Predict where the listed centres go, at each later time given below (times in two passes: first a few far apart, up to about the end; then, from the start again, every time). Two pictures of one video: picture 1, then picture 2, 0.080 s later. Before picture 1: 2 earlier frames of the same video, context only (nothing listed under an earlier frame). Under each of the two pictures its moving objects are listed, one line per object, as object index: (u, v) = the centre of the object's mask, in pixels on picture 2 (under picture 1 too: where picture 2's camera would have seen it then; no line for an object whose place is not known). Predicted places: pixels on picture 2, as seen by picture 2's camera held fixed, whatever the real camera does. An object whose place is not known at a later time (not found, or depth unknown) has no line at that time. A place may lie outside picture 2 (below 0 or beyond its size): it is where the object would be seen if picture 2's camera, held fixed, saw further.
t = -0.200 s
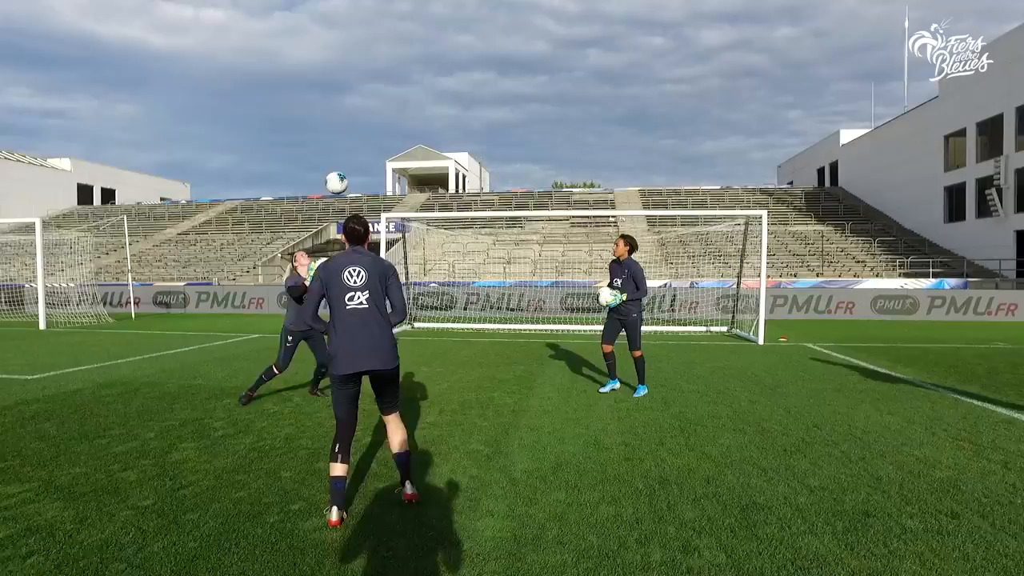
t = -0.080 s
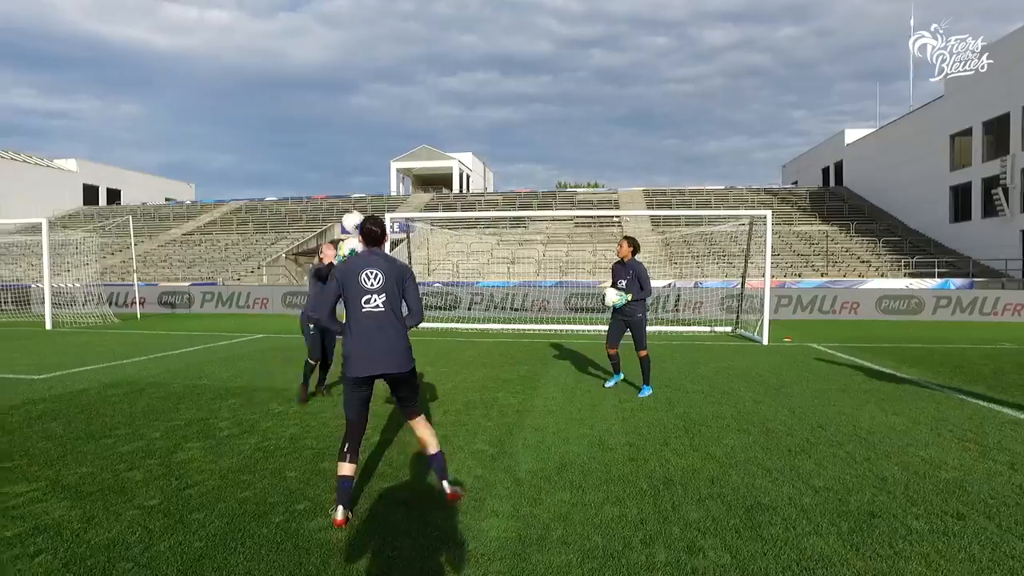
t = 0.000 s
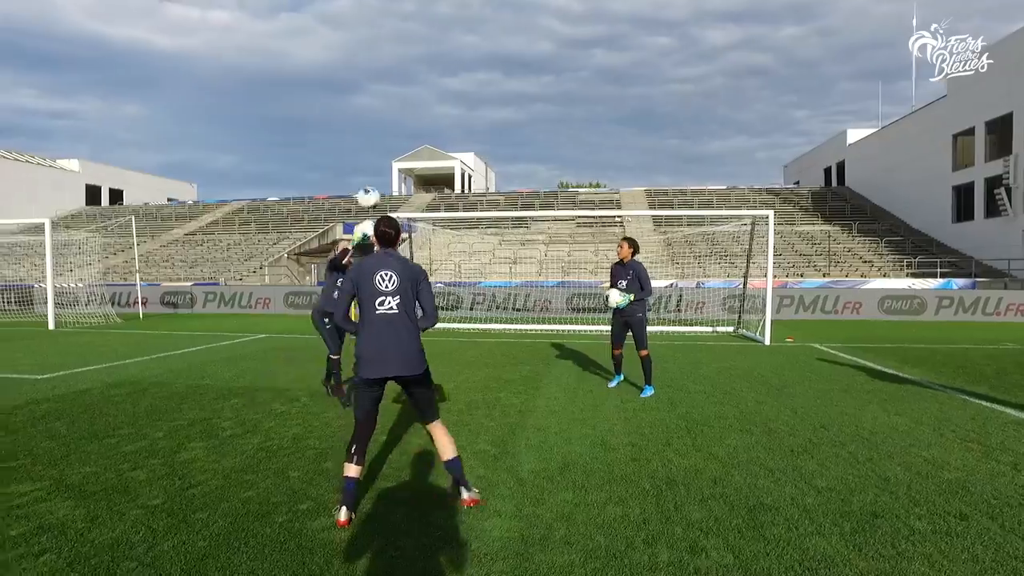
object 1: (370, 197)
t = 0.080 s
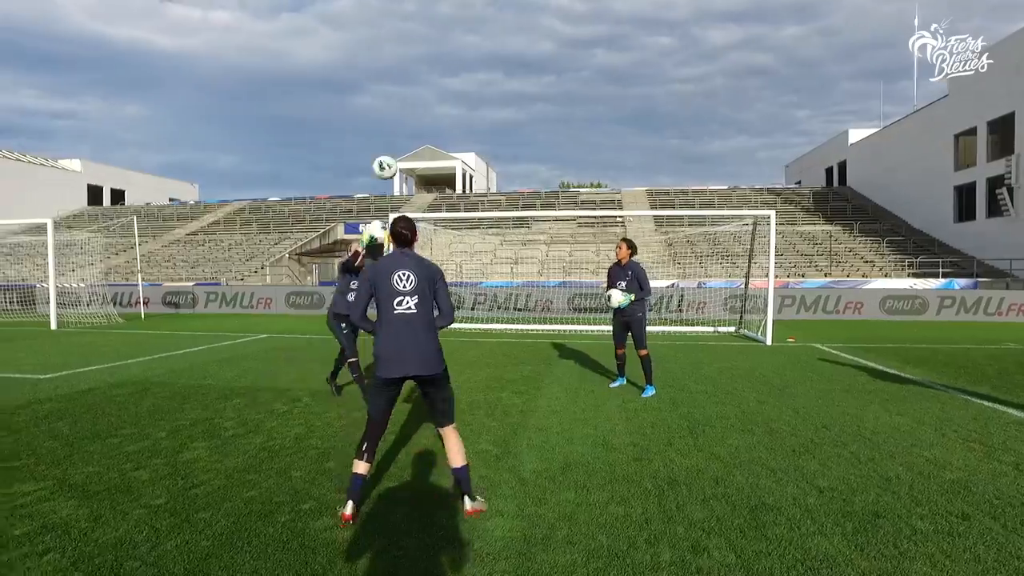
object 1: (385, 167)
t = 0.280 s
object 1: (431, 112)
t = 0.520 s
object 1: (507, 105)
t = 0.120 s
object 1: (393, 153)
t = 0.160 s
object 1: (402, 141)
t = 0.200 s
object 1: (411, 130)
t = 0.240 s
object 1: (421, 120)
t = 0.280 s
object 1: (431, 112)
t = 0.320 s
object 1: (441, 106)
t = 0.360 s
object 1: (453, 101)
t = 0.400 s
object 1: (465, 99)
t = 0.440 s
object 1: (478, 98)
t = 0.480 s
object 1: (492, 100)
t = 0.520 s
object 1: (507, 105)
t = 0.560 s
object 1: (522, 113)
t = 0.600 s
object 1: (539, 124)
